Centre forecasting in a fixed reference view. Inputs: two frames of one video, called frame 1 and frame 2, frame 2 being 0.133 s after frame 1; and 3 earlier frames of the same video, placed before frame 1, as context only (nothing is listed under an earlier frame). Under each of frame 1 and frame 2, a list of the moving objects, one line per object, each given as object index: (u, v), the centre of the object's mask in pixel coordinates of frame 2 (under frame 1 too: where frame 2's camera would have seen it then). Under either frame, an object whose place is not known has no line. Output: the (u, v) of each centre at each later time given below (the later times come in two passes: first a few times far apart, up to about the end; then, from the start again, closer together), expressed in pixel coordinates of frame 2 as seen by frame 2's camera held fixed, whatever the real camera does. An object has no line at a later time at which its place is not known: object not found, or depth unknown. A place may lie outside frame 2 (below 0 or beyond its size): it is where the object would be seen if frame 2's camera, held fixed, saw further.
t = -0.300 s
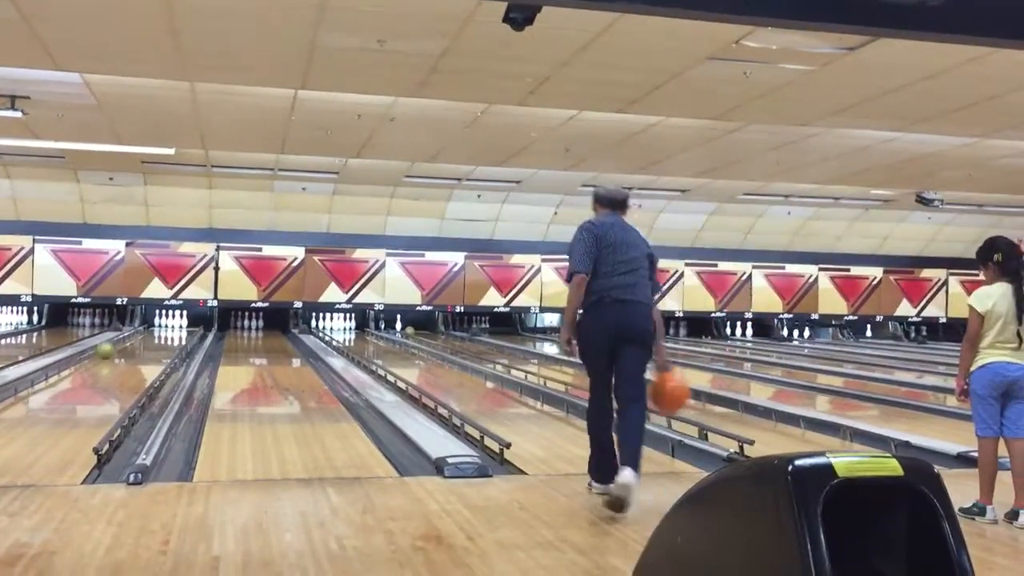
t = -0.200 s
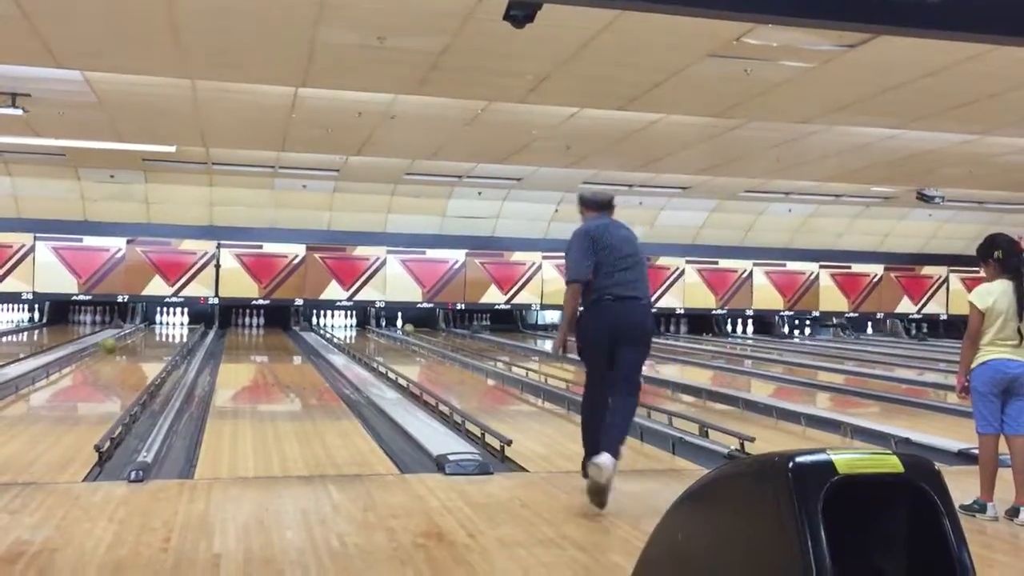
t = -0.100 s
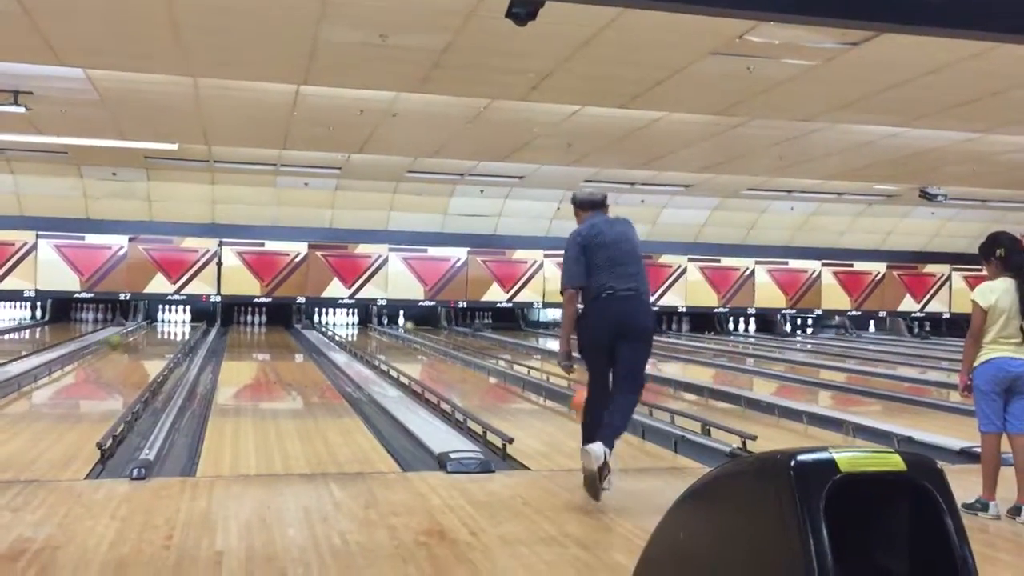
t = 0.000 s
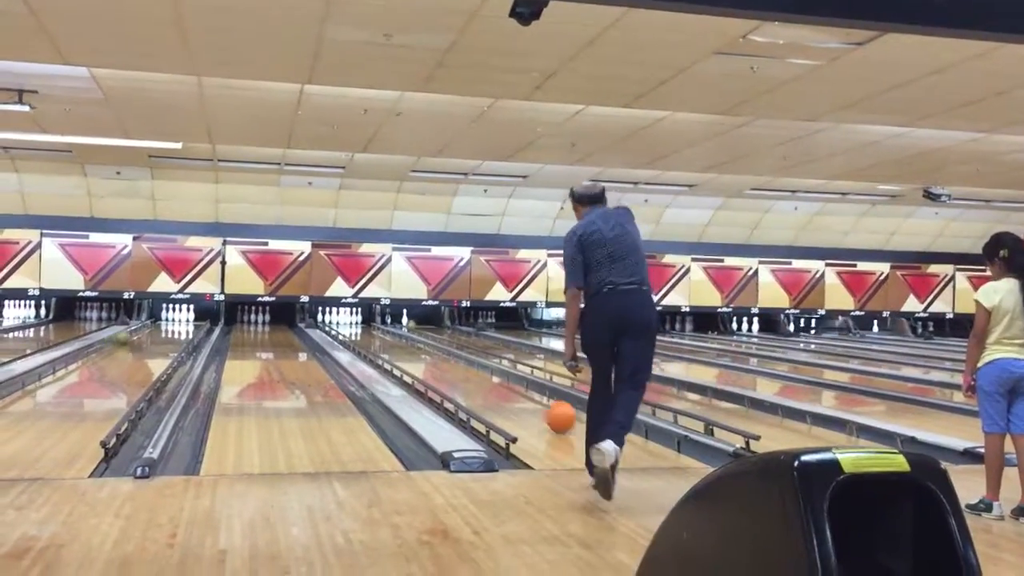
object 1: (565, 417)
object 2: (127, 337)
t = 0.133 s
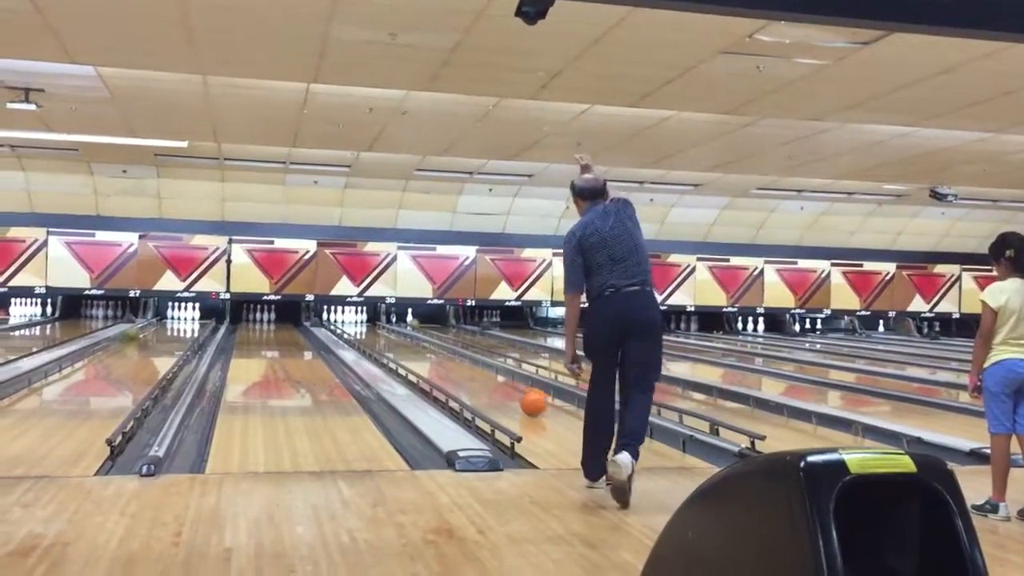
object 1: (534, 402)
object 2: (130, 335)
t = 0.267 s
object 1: (507, 390)
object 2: (134, 331)
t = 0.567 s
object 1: (463, 371)
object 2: (142, 326)
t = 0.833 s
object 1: (436, 358)
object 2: (149, 324)
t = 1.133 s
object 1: (413, 349)
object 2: (156, 321)
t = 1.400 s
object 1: (396, 343)
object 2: (161, 320)
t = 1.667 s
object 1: (384, 335)
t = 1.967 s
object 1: (371, 331)
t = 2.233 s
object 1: (363, 326)
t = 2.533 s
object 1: (353, 324)
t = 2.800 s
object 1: (349, 323)
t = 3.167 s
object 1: (333, 318)
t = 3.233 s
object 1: (327, 318)
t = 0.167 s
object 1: (525, 399)
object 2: (132, 333)
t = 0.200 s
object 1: (519, 396)
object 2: (133, 332)
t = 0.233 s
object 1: (513, 393)
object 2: (133, 332)
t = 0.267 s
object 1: (507, 390)
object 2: (134, 331)
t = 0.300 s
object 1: (501, 388)
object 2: (134, 331)
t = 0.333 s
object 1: (495, 385)
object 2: (136, 330)
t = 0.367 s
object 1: (490, 384)
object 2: (136, 329)
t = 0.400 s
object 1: (485, 381)
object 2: (138, 329)
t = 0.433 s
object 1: (481, 379)
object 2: (139, 329)
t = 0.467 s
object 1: (477, 377)
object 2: (139, 328)
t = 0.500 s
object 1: (472, 375)
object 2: (140, 327)
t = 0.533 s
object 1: (467, 372)
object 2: (141, 326)
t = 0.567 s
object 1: (463, 371)
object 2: (142, 326)
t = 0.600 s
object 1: (459, 370)
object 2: (143, 326)
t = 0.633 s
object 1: (455, 367)
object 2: (143, 326)
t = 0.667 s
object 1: (451, 365)
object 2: (144, 325)
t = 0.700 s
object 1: (449, 365)
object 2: (144, 325)
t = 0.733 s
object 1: (445, 363)
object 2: (146, 324)
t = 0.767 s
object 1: (442, 361)
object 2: (146, 324)
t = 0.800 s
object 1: (439, 360)
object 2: (147, 324)
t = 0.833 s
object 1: (436, 358)
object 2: (149, 324)
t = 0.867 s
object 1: (433, 358)
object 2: (149, 324)
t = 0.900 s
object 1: (430, 357)
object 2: (150, 323)
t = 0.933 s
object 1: (428, 355)
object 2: (151, 323)
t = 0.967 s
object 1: (425, 354)
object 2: (153, 322)
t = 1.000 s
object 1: (422, 352)
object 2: (154, 321)
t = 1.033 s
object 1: (420, 351)
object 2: (154, 322)
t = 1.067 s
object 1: (416, 351)
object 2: (155, 321)
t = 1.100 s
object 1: (414, 349)
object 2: (156, 321)
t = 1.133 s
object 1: (413, 349)
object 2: (156, 321)
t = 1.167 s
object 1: (408, 347)
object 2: (157, 321)
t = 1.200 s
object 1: (407, 347)
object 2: (157, 321)
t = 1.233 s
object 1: (405, 346)
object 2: (158, 321)
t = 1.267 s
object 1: (403, 345)
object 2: (159, 320)
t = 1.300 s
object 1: (403, 345)
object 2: (159, 320)
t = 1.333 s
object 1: (401, 344)
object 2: (160, 320)
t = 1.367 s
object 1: (397, 344)
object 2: (160, 320)
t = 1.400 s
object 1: (396, 343)
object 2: (161, 320)
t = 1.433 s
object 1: (394, 342)
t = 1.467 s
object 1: (393, 342)
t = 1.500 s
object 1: (392, 340)
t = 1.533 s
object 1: (390, 340)
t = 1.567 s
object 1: (387, 338)
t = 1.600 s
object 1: (384, 336)
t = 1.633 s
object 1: (385, 336)
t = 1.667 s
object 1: (384, 335)
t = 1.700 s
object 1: (385, 337)
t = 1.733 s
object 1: (381, 335)
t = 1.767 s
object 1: (379, 334)
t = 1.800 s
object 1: (377, 333)
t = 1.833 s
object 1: (376, 333)
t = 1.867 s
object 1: (376, 332)
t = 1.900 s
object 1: (374, 332)
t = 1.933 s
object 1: (373, 331)
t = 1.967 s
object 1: (371, 331)
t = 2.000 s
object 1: (370, 330)
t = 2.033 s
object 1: (369, 329)
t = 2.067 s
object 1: (367, 329)
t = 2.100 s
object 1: (367, 328)
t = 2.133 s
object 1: (366, 328)
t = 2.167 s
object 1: (365, 327)
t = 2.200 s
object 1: (365, 327)
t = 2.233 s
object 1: (363, 326)
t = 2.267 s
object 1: (360, 326)
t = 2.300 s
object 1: (360, 325)
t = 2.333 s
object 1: (359, 325)
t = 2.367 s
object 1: (359, 325)
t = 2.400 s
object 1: (358, 325)
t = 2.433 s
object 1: (357, 325)
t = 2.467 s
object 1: (356, 325)
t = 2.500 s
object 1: (355, 325)
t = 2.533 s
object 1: (353, 324)
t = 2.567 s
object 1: (352, 324)
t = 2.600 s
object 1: (351, 323)
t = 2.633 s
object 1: (351, 323)
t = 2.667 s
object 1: (350, 323)
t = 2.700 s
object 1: (349, 322)
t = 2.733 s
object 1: (349, 322)
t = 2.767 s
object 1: (350, 322)
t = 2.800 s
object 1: (349, 323)
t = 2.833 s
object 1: (349, 322)
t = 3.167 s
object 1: (333, 318)
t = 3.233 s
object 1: (327, 318)
